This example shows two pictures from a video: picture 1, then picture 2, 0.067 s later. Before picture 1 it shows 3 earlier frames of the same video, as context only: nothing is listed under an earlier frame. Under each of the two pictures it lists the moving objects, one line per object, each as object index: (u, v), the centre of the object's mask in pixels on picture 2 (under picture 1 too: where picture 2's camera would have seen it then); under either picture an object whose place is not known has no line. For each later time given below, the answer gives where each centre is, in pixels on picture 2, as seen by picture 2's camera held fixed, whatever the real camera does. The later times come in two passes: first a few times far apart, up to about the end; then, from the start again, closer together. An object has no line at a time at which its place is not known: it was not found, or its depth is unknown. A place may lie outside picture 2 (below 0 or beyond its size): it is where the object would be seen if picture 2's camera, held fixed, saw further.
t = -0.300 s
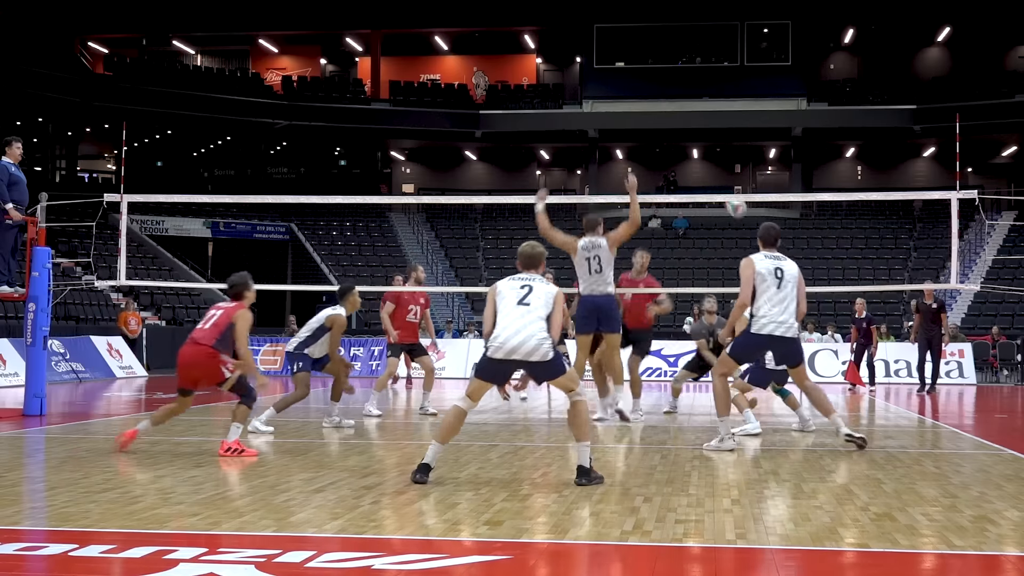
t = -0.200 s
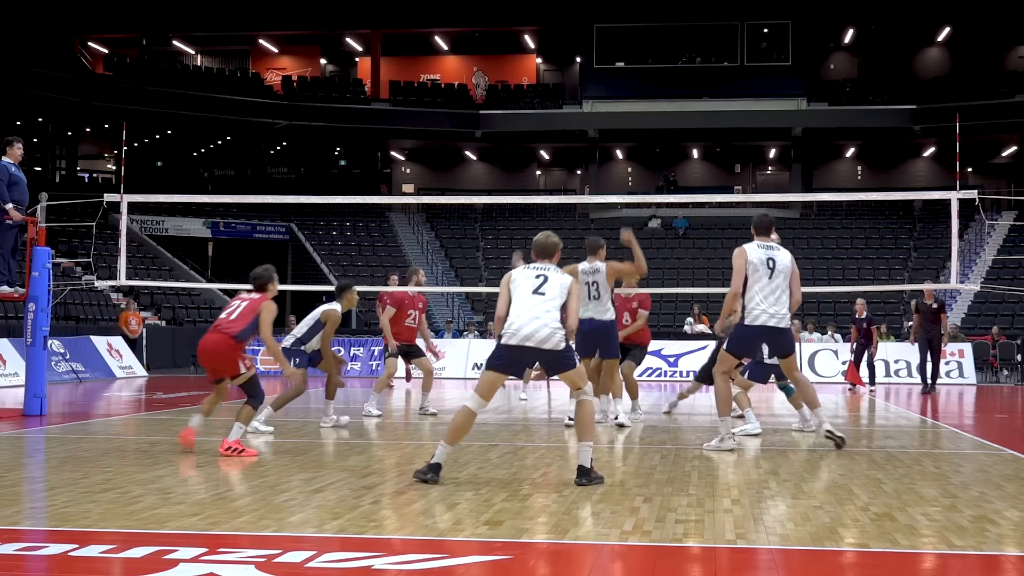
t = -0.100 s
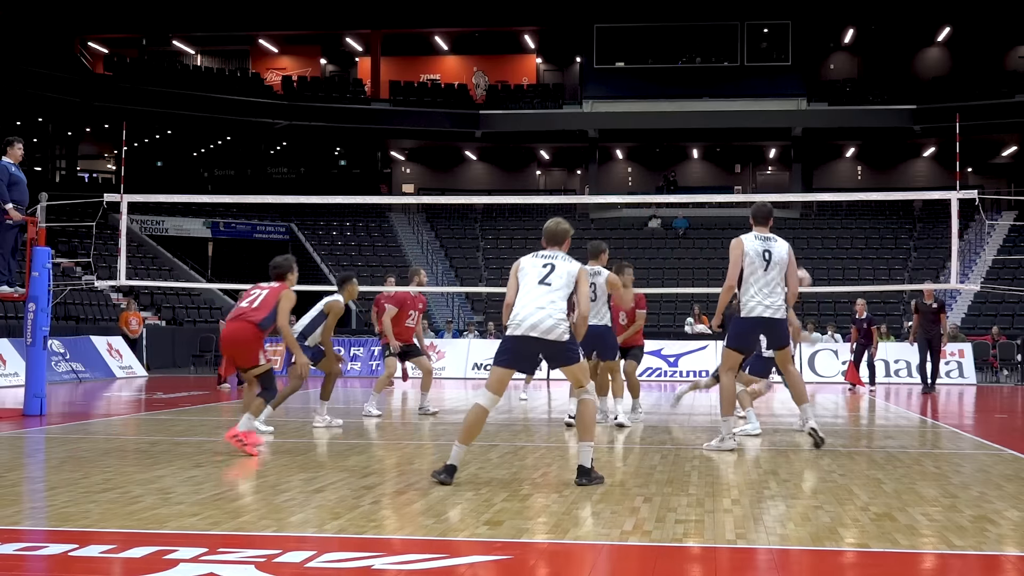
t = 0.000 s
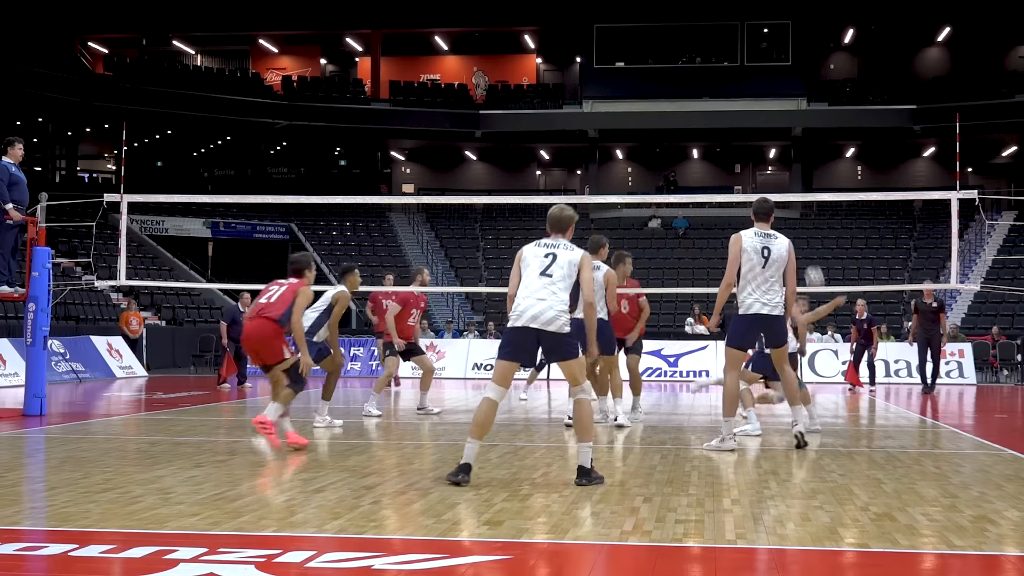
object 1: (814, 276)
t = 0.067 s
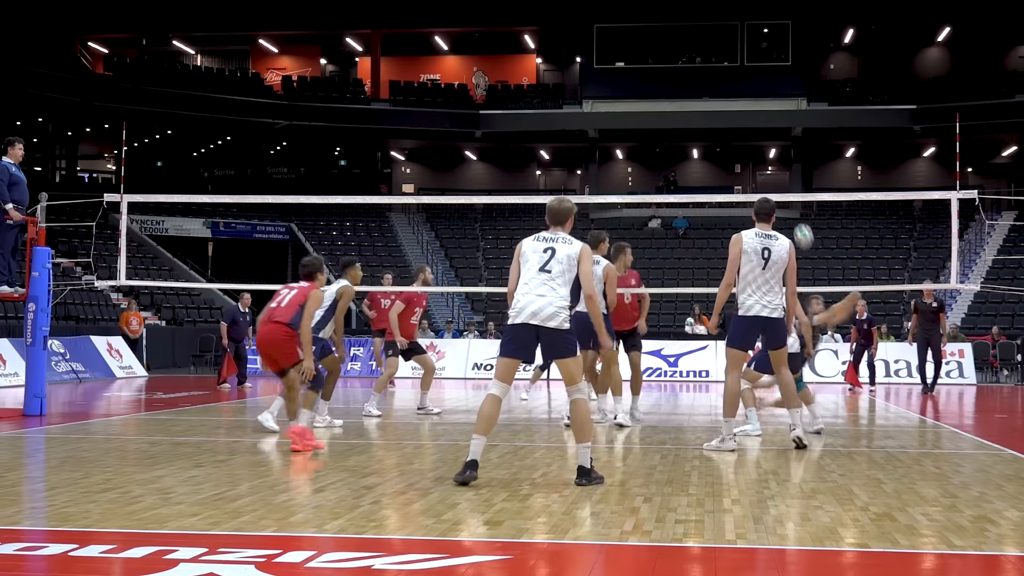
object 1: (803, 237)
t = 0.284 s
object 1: (769, 128)
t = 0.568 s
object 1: (722, 49)
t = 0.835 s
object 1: (678, 35)
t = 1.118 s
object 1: (632, 86)
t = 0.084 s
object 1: (801, 226)
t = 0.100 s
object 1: (798, 217)
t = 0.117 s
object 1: (796, 210)
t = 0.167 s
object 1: (788, 181)
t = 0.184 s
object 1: (785, 173)
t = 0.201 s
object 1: (782, 165)
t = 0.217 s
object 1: (781, 158)
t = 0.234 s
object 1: (777, 150)
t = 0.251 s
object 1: (774, 141)
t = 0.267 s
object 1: (771, 135)
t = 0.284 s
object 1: (769, 128)
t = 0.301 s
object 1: (766, 122)
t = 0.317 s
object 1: (763, 116)
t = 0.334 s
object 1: (761, 109)
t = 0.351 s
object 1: (758, 104)
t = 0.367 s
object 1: (755, 97)
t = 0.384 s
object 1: (752, 92)
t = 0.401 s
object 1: (750, 87)
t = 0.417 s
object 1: (747, 82)
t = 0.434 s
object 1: (744, 77)
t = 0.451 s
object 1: (741, 73)
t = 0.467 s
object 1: (738, 69)
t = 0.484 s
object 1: (735, 65)
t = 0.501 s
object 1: (733, 61)
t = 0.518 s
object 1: (730, 58)
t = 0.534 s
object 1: (727, 54)
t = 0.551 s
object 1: (725, 52)
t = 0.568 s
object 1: (722, 49)
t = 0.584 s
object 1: (719, 46)
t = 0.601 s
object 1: (716, 44)
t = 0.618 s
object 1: (713, 41)
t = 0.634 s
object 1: (711, 39)
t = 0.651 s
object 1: (708, 38)
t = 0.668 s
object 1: (705, 37)
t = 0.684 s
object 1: (702, 36)
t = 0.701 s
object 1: (699, 35)
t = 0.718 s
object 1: (697, 34)
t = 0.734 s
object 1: (694, 34)
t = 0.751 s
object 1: (691, 33)
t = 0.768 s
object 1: (688, 33)
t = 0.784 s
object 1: (686, 34)
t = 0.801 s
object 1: (683, 34)
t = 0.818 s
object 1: (680, 34)
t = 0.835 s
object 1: (678, 35)
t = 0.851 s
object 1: (675, 36)
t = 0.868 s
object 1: (672, 38)
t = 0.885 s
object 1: (669, 40)
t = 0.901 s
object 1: (666, 42)
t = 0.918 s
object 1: (664, 44)
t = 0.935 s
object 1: (661, 46)
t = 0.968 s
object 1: (656, 51)
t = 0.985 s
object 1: (653, 54)
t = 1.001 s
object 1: (651, 57)
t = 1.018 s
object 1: (648, 61)
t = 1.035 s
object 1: (645, 64)
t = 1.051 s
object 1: (642, 68)
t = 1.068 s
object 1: (640, 72)
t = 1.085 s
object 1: (637, 77)
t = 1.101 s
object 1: (634, 81)
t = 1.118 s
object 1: (632, 86)
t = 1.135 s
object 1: (629, 91)
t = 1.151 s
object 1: (627, 96)
